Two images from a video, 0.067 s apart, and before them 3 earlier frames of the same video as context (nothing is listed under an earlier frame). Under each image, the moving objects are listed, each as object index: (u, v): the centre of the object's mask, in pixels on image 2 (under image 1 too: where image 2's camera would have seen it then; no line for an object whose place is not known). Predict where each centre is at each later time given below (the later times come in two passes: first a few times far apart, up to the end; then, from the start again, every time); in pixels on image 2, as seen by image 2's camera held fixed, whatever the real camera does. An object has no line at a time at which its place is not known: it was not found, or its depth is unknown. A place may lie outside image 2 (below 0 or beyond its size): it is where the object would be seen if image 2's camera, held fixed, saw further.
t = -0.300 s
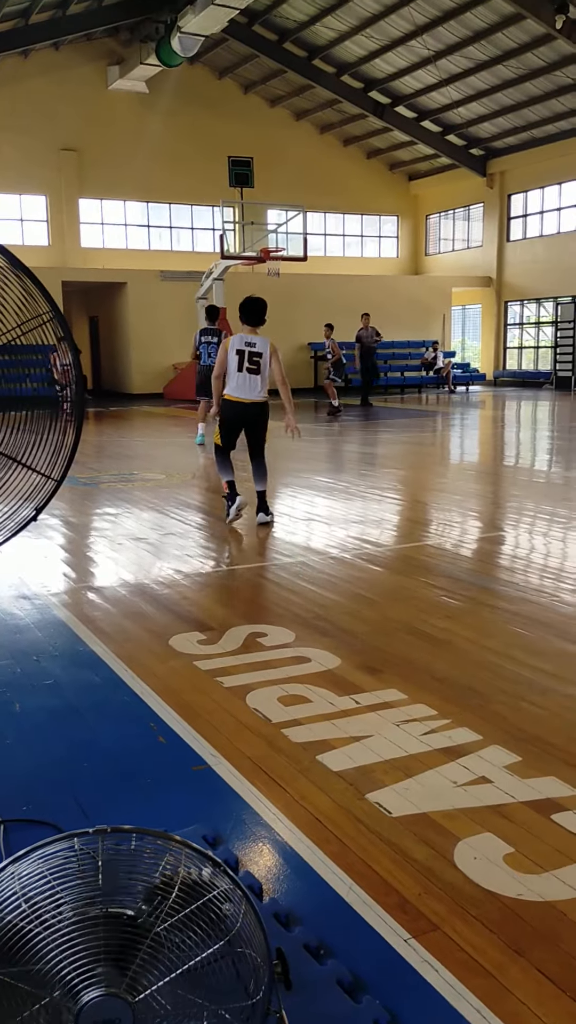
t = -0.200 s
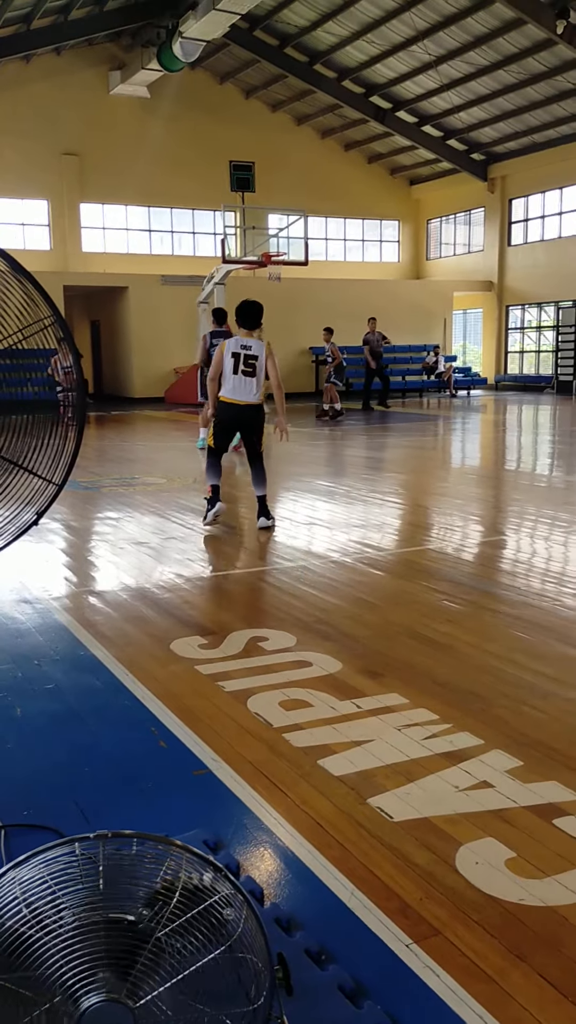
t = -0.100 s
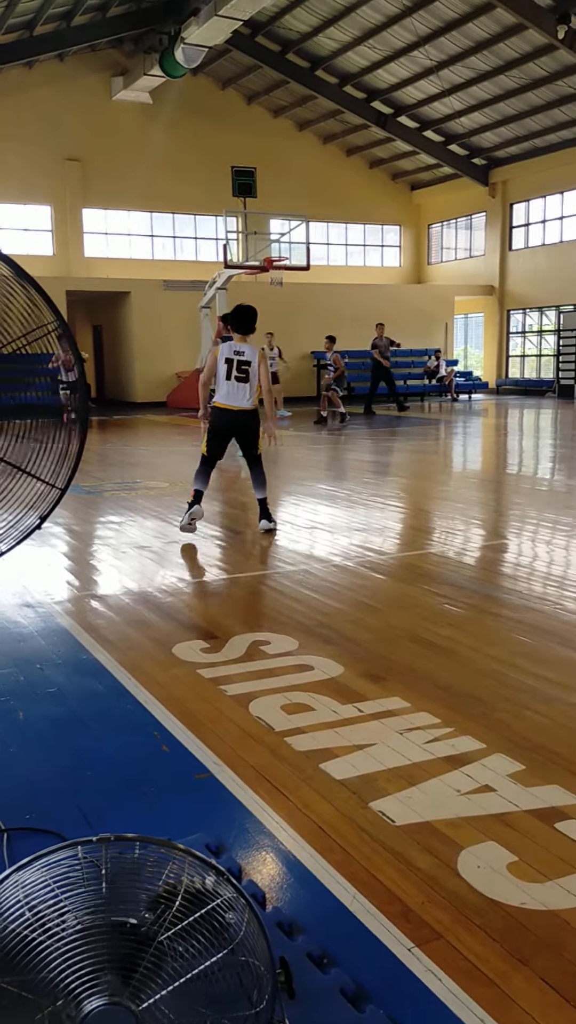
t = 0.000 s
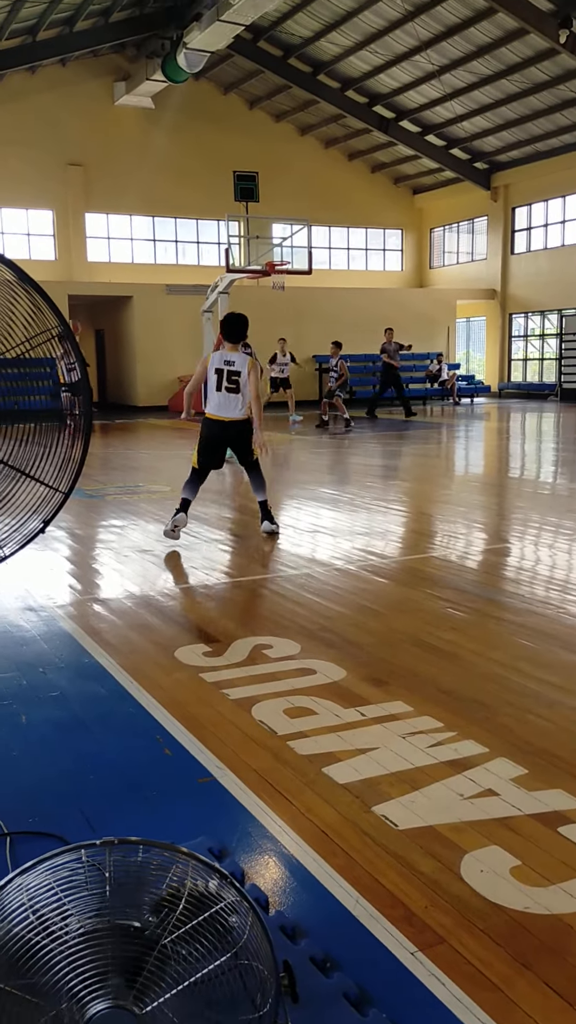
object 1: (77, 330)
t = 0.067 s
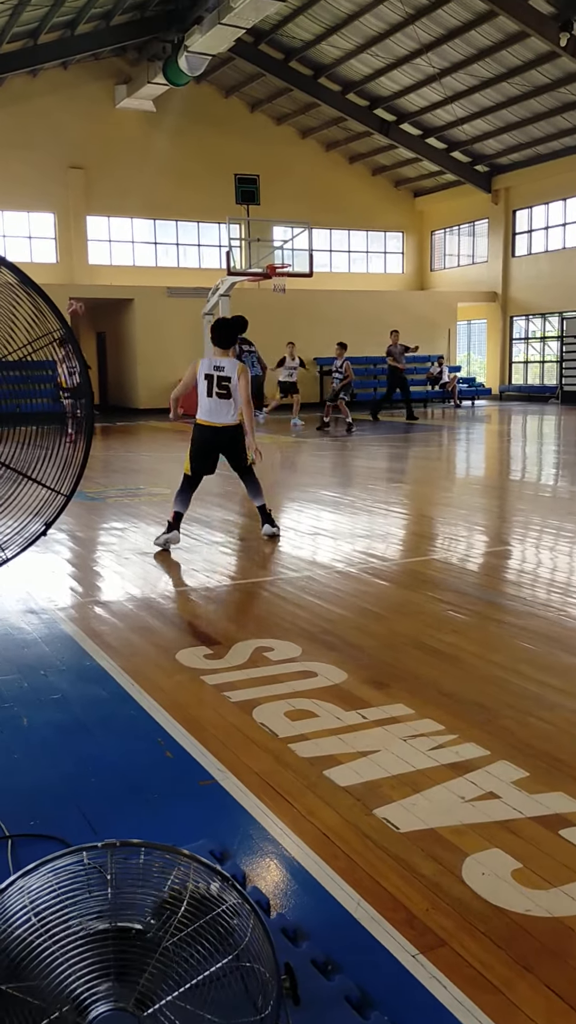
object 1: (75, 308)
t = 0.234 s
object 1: (80, 257)
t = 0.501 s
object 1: (95, 199)
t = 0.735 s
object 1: (121, 194)
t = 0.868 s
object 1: (144, 224)
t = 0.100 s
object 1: (75, 298)
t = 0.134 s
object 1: (77, 287)
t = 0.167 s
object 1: (78, 276)
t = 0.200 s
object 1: (79, 266)
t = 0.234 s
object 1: (80, 257)
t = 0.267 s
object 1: (82, 248)
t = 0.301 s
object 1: (83, 239)
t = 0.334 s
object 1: (84, 231)
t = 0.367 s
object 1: (86, 223)
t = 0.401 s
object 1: (88, 215)
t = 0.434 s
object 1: (90, 209)
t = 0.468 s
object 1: (93, 204)
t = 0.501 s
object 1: (95, 199)
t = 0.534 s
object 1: (98, 195)
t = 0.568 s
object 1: (101, 192)
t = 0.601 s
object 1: (105, 190)
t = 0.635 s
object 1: (108, 189)
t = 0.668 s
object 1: (112, 189)
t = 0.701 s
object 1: (116, 191)
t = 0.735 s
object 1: (121, 194)
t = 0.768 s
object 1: (126, 199)
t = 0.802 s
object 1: (131, 205)
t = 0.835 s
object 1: (138, 213)
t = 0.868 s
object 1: (144, 224)
